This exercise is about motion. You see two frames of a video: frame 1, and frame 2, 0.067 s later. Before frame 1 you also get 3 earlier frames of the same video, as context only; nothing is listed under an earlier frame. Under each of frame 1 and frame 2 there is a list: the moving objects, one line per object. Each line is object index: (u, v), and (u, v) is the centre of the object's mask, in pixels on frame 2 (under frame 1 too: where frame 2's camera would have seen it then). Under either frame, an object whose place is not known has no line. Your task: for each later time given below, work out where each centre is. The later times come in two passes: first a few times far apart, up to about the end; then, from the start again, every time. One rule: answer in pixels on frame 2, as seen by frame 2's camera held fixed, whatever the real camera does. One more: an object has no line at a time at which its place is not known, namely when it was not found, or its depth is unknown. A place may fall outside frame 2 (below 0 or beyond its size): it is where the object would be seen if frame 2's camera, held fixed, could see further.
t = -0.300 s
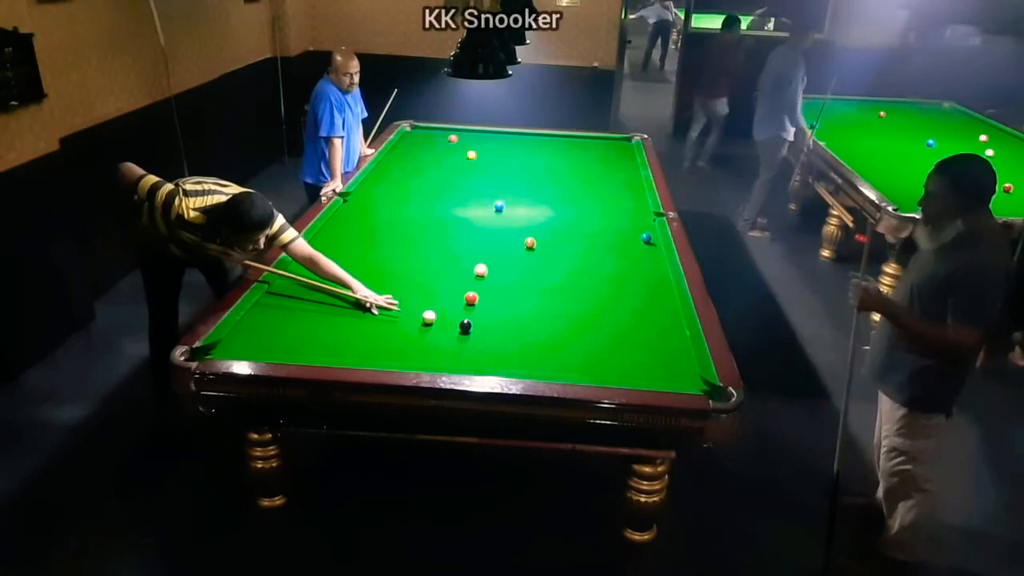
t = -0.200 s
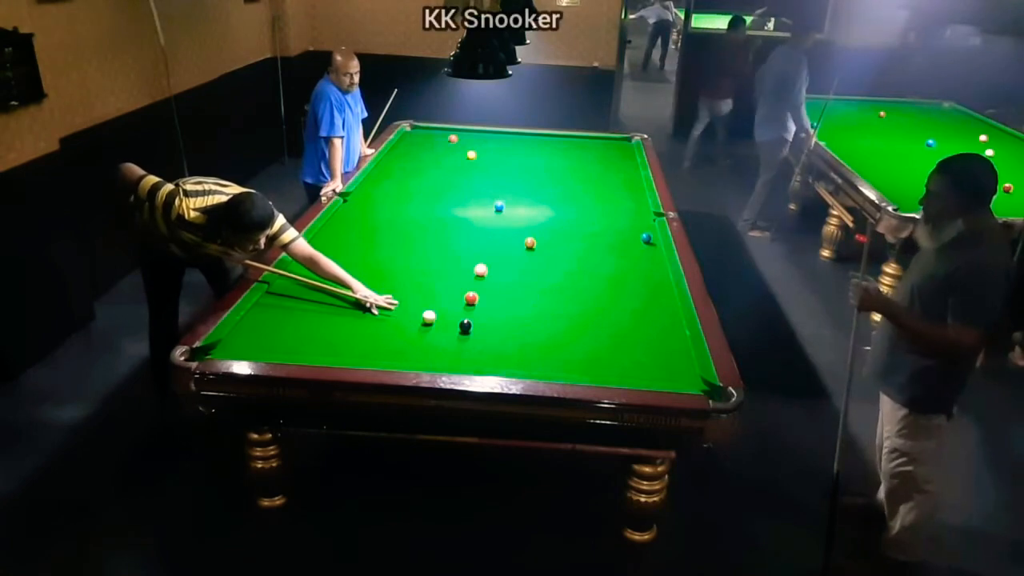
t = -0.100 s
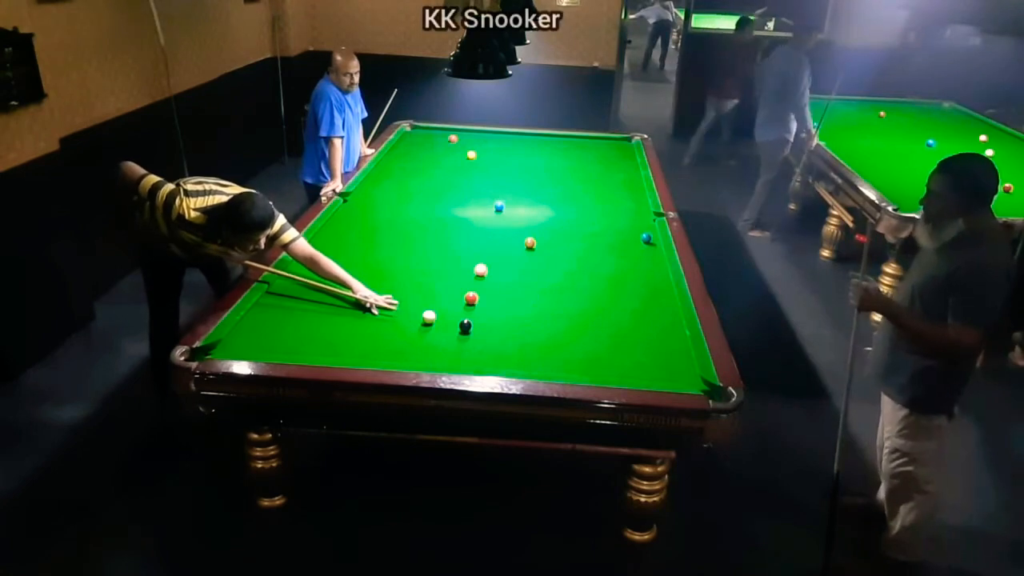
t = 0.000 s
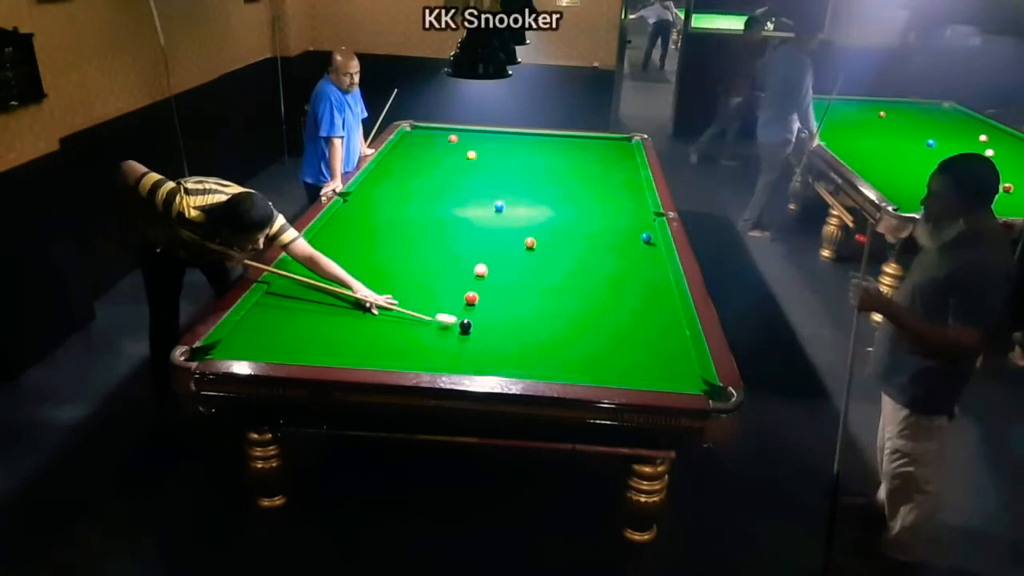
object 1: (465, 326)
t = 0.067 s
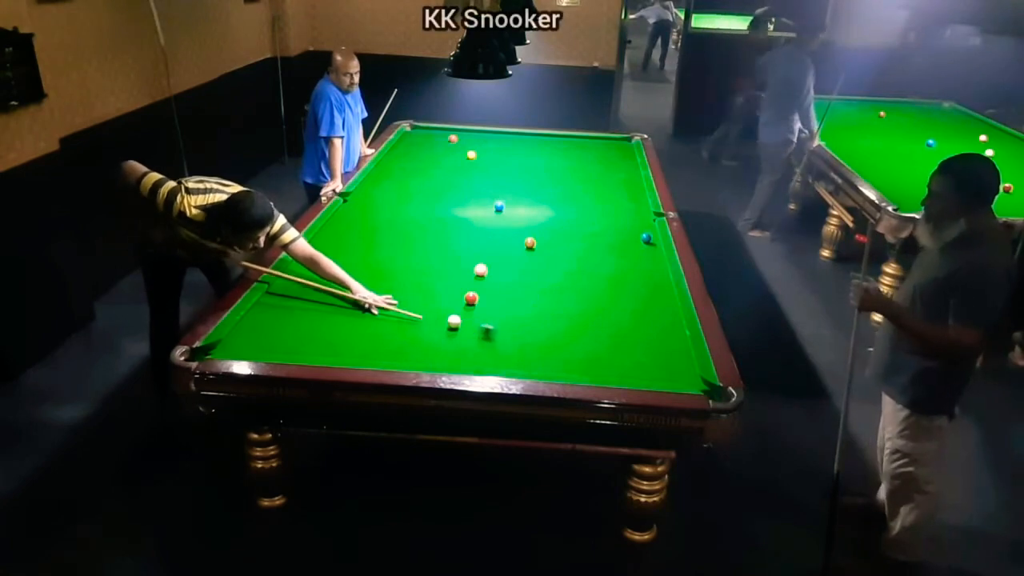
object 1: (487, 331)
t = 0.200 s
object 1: (540, 346)
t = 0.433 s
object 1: (631, 370)
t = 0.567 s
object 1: (683, 380)
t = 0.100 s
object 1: (501, 335)
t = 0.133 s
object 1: (514, 339)
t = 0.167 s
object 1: (527, 343)
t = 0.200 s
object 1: (540, 346)
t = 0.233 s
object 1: (552, 349)
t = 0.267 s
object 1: (565, 353)
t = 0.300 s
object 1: (578, 356)
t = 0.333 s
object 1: (591, 359)
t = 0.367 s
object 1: (604, 363)
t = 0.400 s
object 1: (618, 367)
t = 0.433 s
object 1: (631, 370)
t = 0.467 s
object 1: (644, 372)
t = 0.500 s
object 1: (656, 374)
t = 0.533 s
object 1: (670, 377)
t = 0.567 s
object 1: (683, 380)
